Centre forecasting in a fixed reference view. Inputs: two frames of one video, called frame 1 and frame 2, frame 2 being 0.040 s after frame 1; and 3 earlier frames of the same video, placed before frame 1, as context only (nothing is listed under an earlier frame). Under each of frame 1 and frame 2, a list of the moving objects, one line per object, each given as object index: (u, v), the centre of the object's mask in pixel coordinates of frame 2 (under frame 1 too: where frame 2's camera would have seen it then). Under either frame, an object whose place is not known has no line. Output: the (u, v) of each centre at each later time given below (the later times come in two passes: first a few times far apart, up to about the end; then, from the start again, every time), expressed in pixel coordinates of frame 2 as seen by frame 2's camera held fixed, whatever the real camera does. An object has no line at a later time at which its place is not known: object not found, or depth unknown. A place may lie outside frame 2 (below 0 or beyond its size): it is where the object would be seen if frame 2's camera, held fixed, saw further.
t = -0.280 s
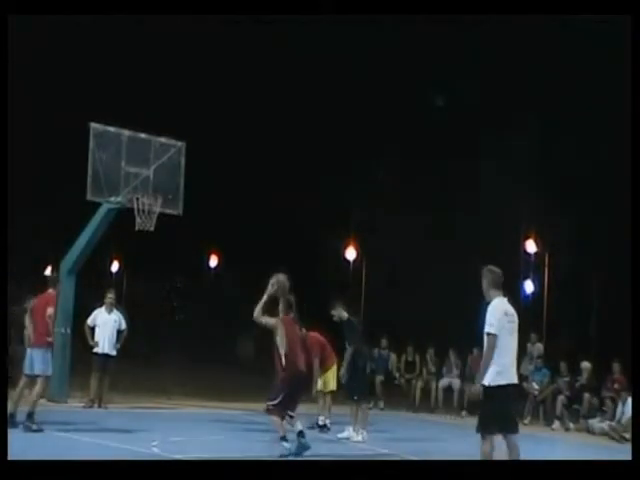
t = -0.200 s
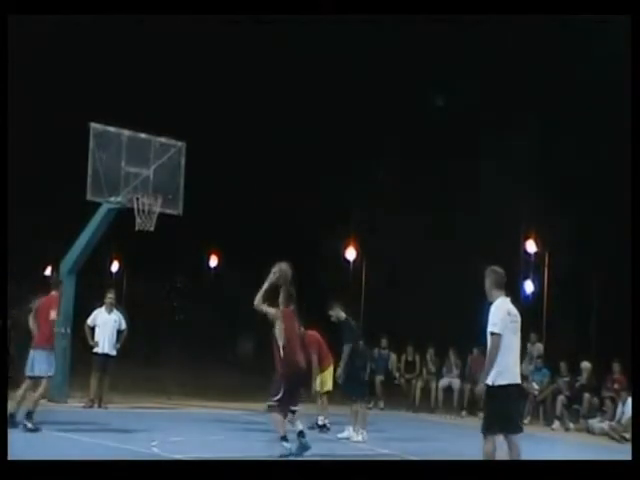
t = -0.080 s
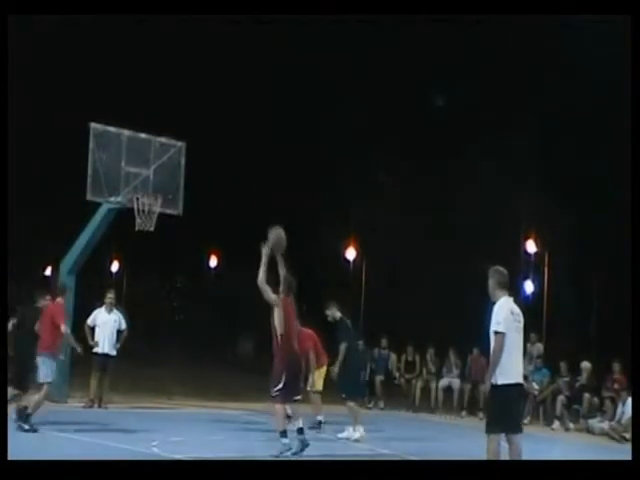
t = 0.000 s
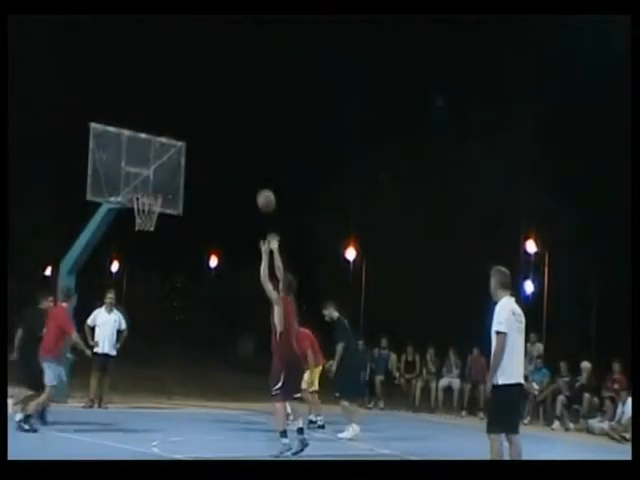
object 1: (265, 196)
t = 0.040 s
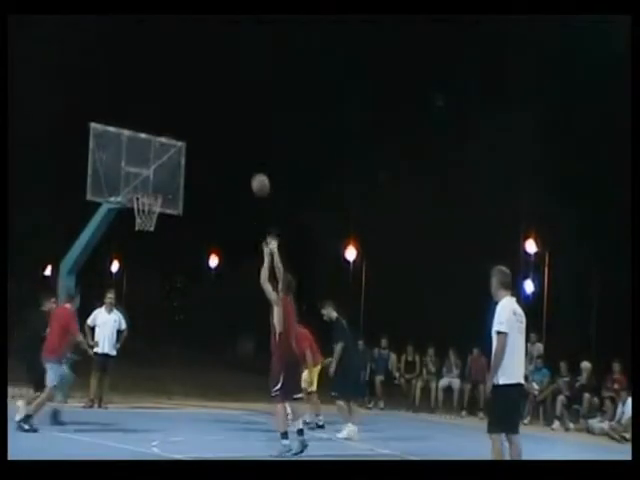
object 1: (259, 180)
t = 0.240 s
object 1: (233, 125)
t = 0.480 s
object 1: (204, 107)
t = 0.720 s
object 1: (175, 133)
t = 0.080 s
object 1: (254, 166)
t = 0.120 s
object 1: (249, 154)
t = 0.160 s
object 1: (244, 142)
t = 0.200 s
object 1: (238, 133)
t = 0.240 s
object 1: (233, 125)
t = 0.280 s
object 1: (228, 119)
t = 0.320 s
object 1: (223, 114)
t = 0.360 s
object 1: (218, 111)
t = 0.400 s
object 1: (213, 109)
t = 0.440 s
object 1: (208, 107)
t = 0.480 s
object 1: (204, 107)
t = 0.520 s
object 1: (199, 109)
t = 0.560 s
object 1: (194, 112)
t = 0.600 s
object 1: (189, 116)
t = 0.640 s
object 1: (184, 120)
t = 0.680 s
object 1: (179, 126)
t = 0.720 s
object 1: (175, 133)
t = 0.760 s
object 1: (171, 138)
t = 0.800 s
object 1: (165, 150)
